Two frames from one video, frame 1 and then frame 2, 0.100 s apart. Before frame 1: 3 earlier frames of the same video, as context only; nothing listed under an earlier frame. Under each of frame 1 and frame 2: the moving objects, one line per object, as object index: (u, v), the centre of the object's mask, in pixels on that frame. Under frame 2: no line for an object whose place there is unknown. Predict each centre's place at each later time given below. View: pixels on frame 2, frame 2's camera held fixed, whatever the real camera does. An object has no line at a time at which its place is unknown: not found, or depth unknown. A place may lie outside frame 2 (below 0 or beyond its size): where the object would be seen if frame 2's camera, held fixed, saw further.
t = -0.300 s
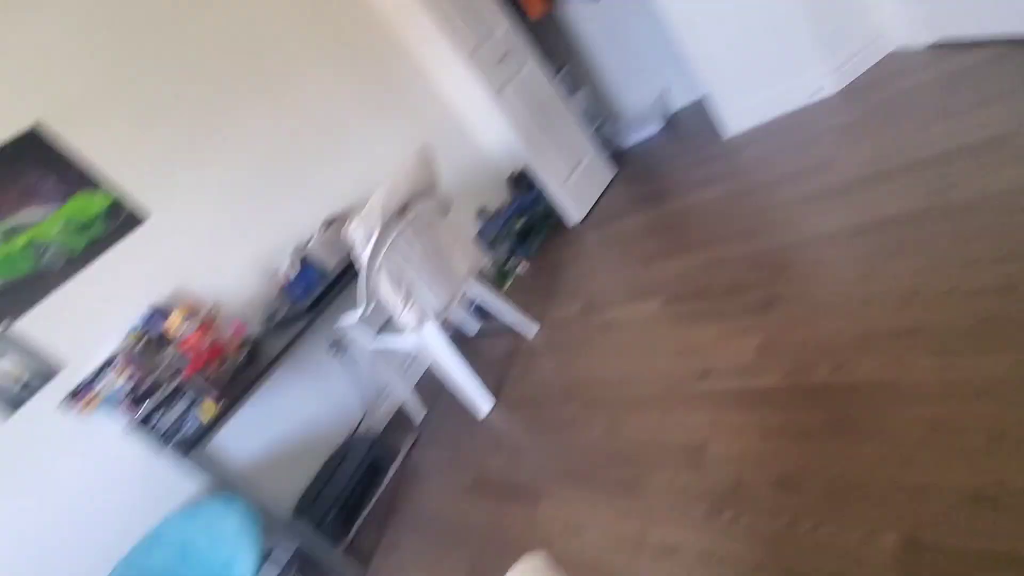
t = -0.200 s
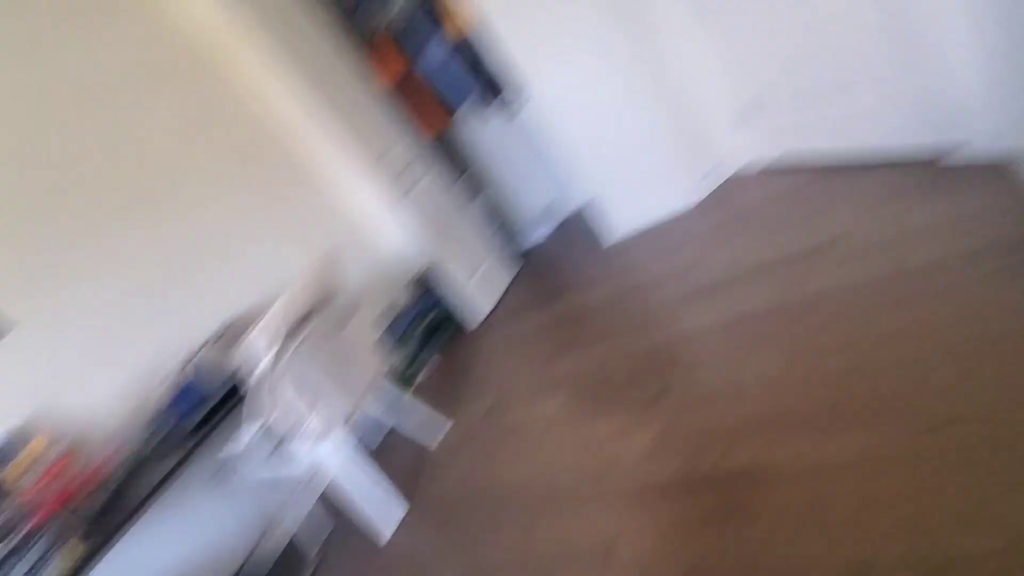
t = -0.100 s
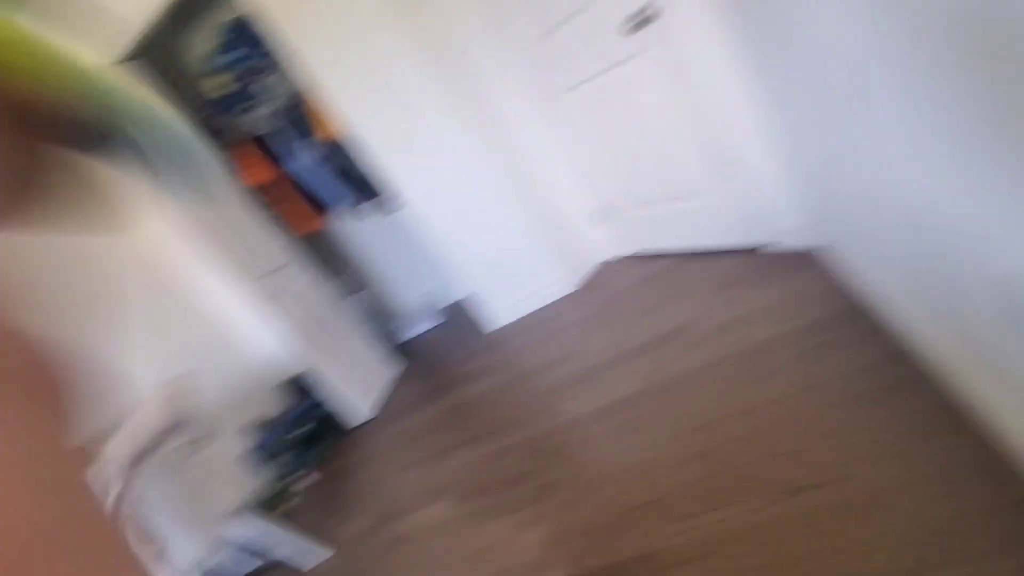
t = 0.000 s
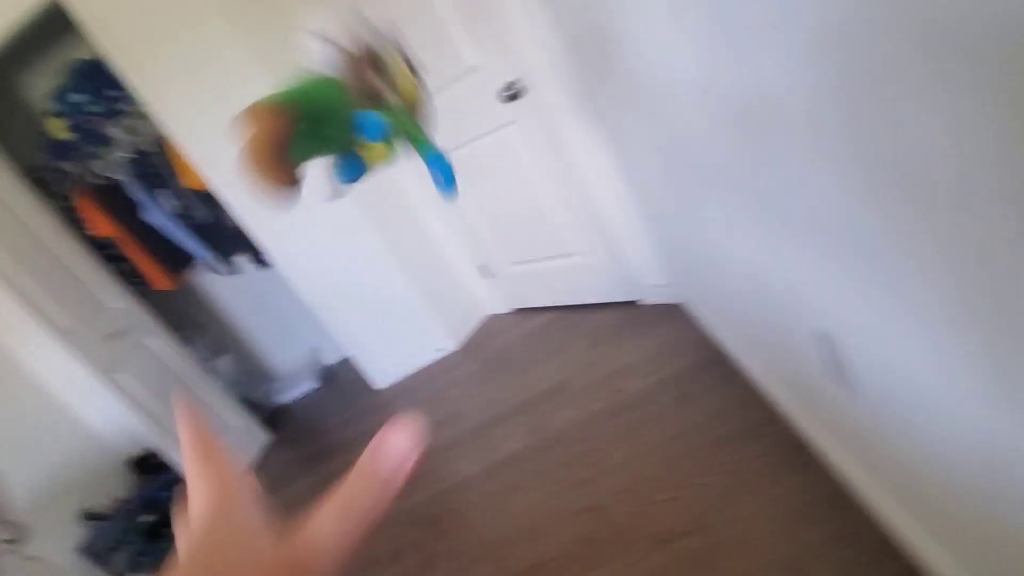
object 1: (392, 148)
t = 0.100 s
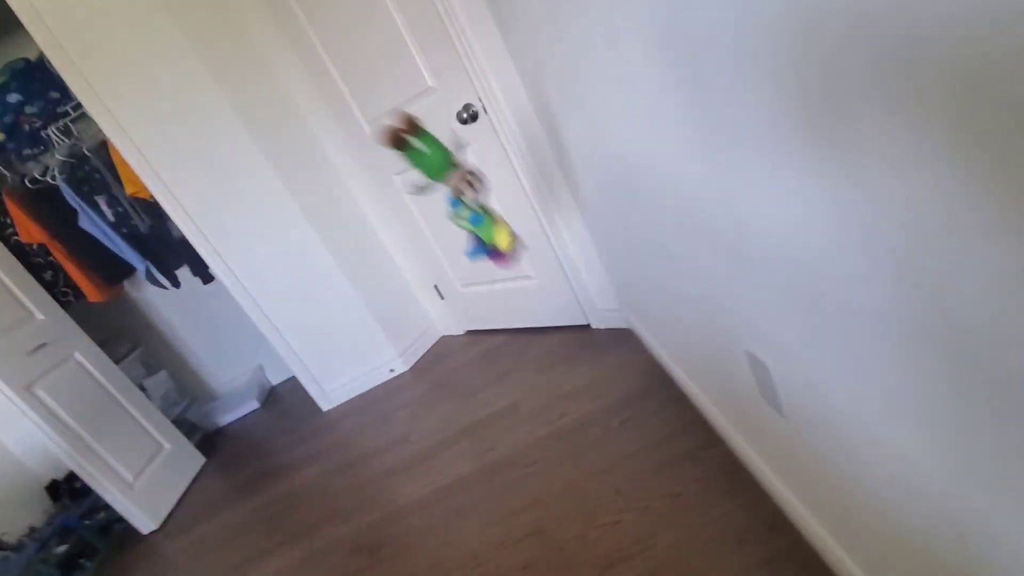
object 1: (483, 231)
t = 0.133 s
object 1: (511, 252)
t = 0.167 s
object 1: (536, 277)
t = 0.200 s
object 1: (553, 294)
